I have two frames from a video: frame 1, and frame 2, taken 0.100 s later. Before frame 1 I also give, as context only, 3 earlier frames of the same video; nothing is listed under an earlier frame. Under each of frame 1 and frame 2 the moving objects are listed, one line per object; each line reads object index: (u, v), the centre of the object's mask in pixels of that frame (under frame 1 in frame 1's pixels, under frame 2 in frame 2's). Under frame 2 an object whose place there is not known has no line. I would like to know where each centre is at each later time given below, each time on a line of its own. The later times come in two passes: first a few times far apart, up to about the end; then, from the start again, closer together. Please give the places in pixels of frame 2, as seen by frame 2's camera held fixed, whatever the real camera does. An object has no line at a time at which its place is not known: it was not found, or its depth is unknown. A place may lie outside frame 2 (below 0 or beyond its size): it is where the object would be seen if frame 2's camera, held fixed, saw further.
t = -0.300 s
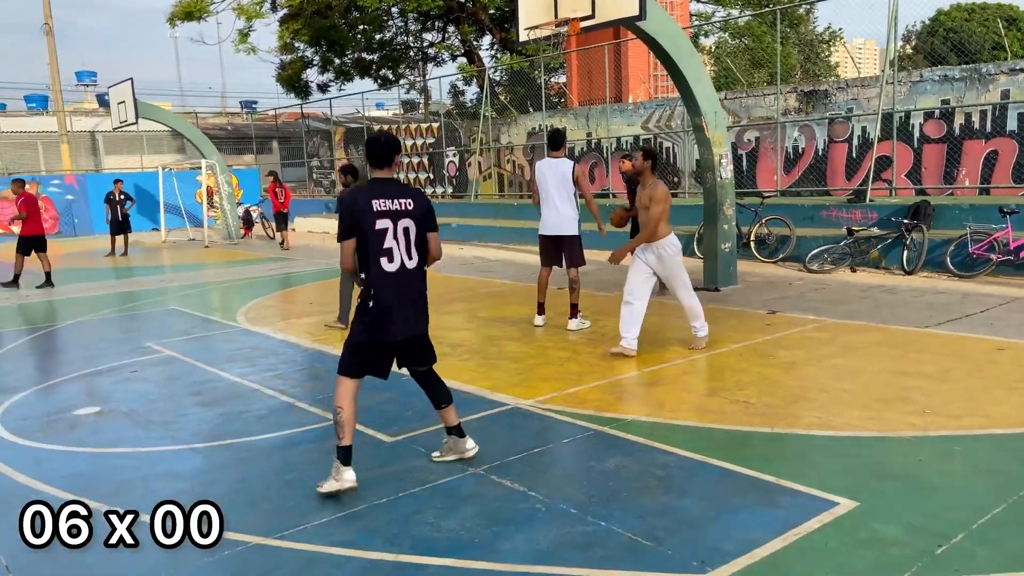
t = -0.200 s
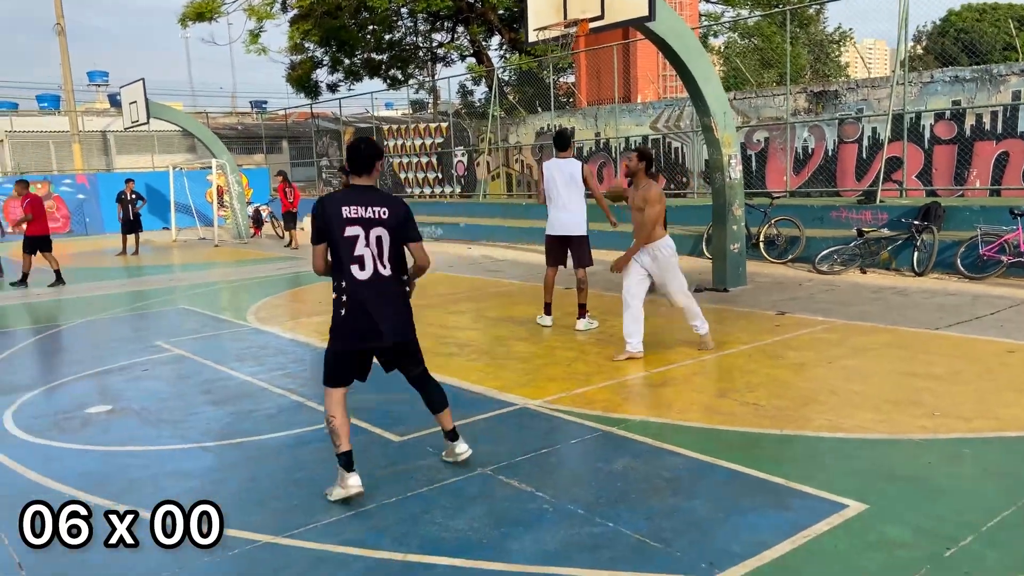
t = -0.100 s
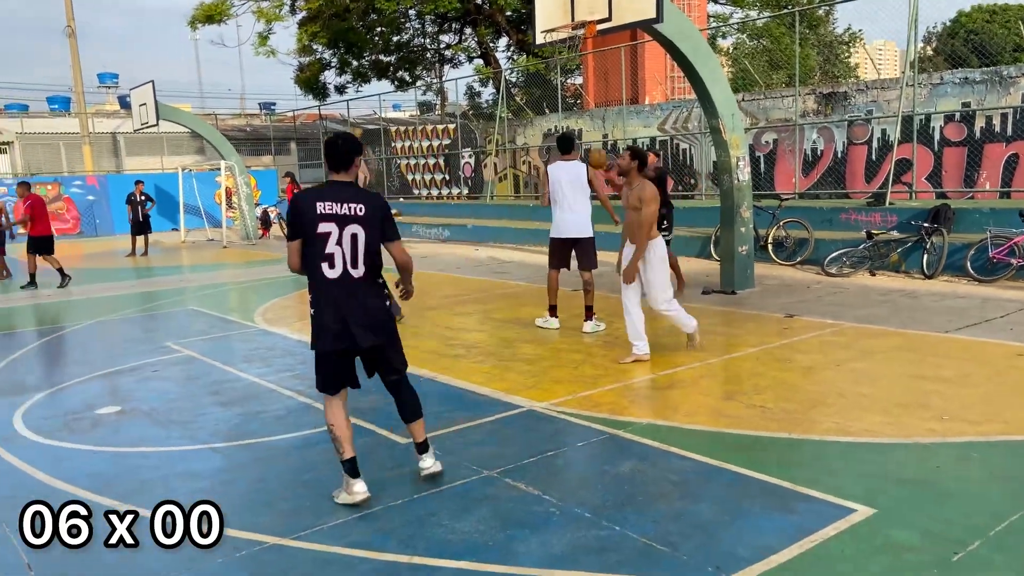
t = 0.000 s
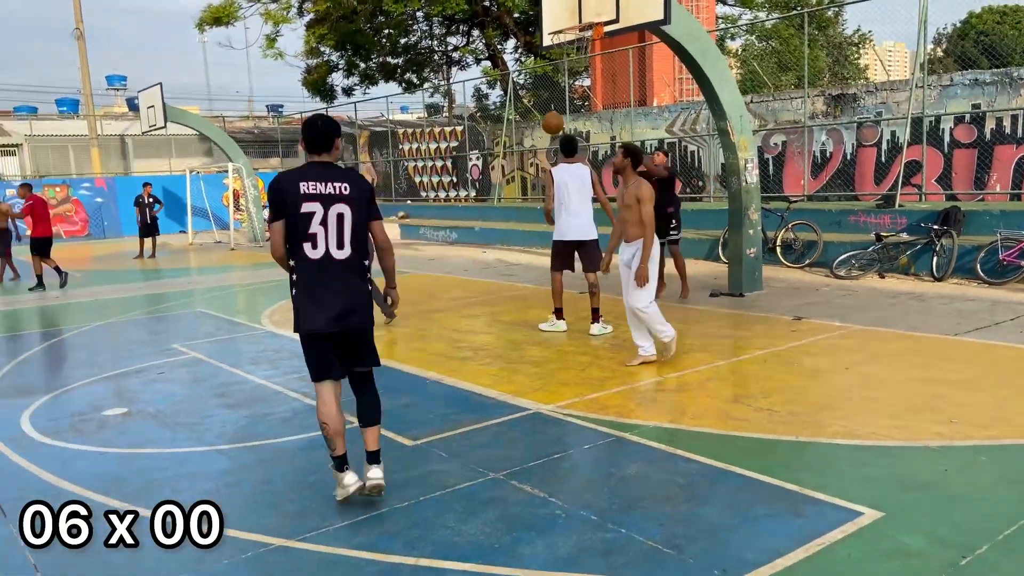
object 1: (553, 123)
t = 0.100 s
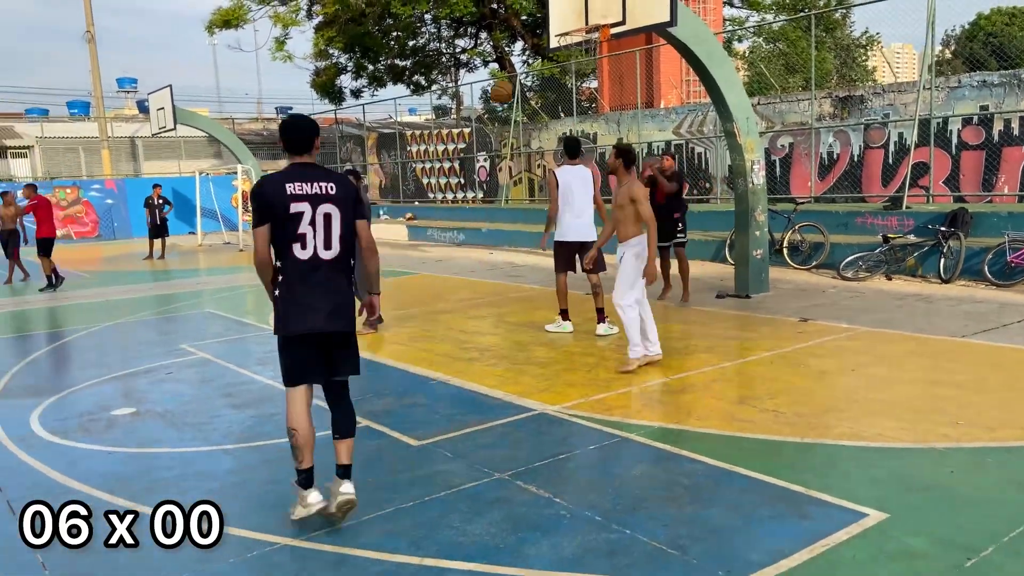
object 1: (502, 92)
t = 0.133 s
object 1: (481, 83)
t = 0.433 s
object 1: (257, 36)
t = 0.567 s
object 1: (131, 45)
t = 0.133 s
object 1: (481, 83)
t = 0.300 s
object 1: (365, 47)
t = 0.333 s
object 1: (340, 43)
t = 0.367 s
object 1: (313, 39)
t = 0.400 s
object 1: (285, 37)
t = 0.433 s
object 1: (257, 36)
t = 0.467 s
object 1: (228, 36)
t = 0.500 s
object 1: (197, 38)
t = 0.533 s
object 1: (165, 41)
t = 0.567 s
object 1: (131, 45)
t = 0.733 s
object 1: (-54, 95)
